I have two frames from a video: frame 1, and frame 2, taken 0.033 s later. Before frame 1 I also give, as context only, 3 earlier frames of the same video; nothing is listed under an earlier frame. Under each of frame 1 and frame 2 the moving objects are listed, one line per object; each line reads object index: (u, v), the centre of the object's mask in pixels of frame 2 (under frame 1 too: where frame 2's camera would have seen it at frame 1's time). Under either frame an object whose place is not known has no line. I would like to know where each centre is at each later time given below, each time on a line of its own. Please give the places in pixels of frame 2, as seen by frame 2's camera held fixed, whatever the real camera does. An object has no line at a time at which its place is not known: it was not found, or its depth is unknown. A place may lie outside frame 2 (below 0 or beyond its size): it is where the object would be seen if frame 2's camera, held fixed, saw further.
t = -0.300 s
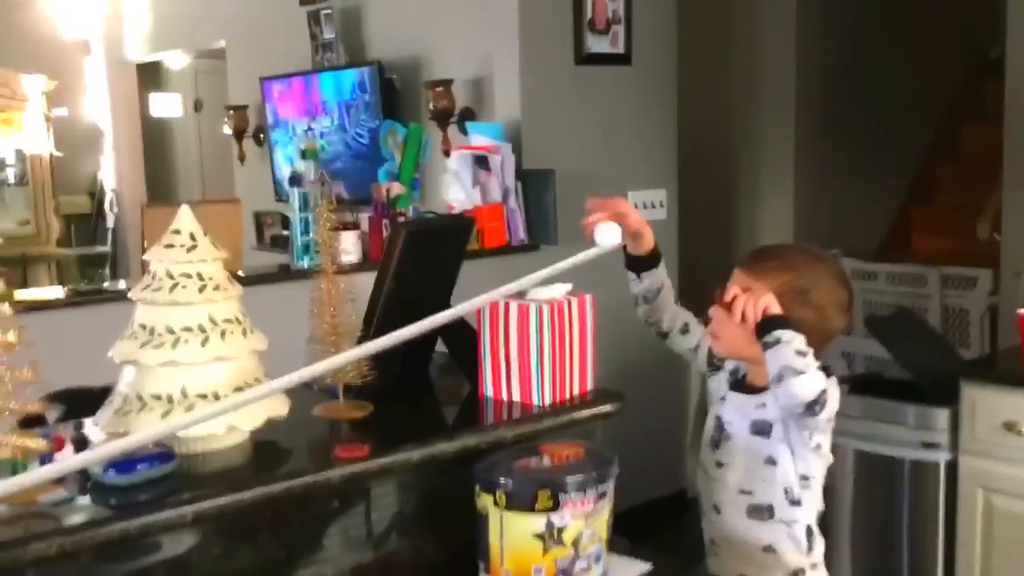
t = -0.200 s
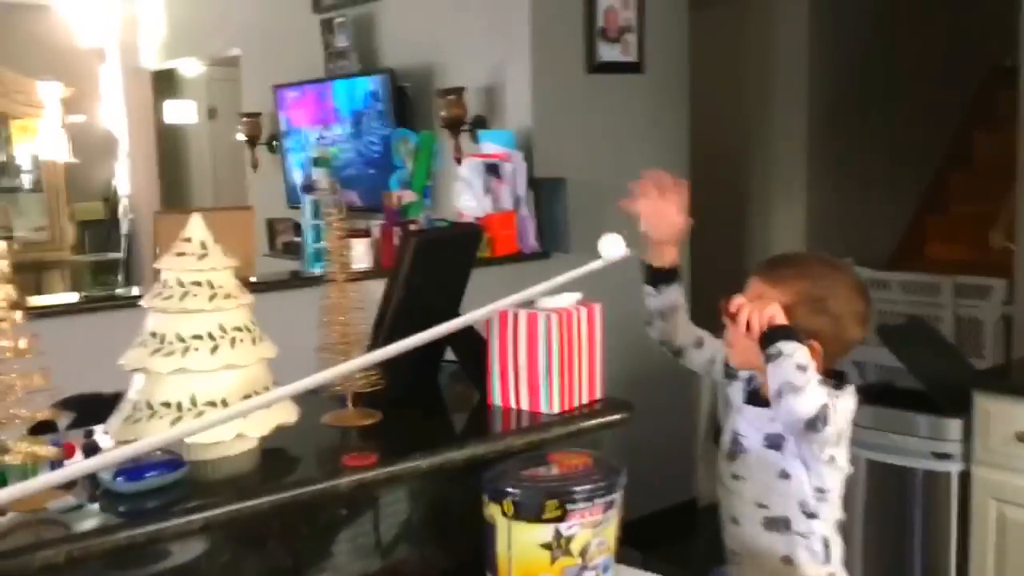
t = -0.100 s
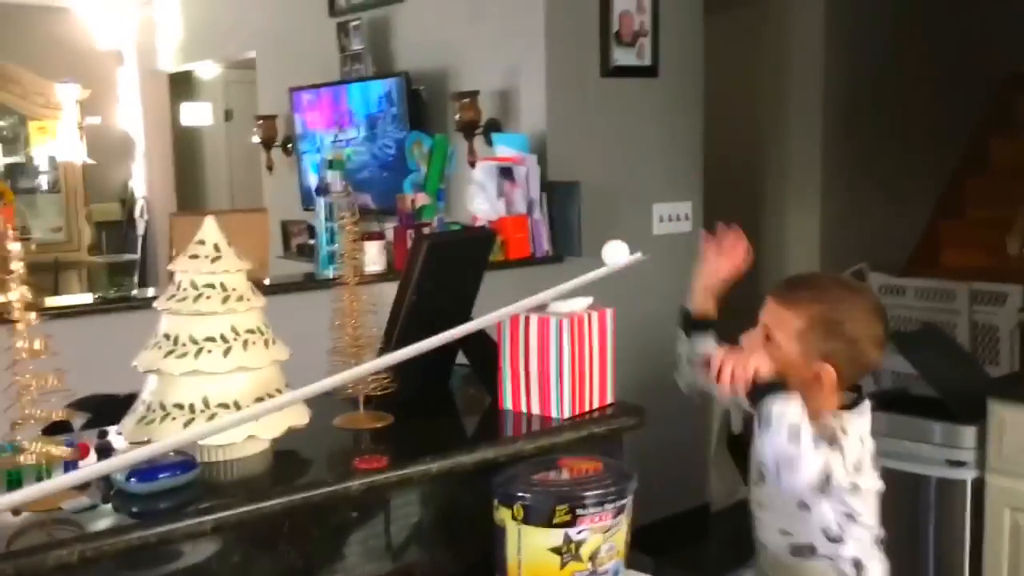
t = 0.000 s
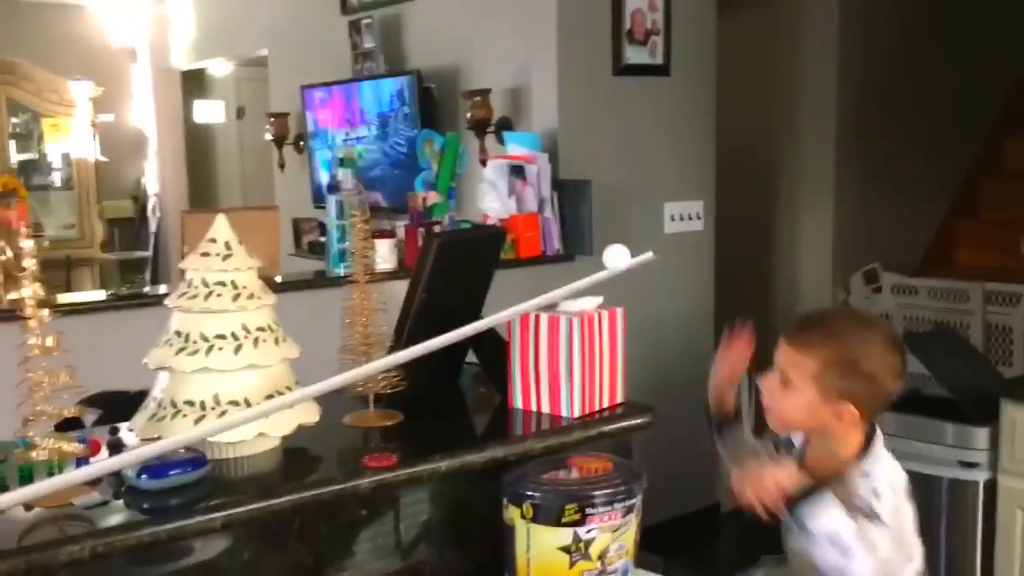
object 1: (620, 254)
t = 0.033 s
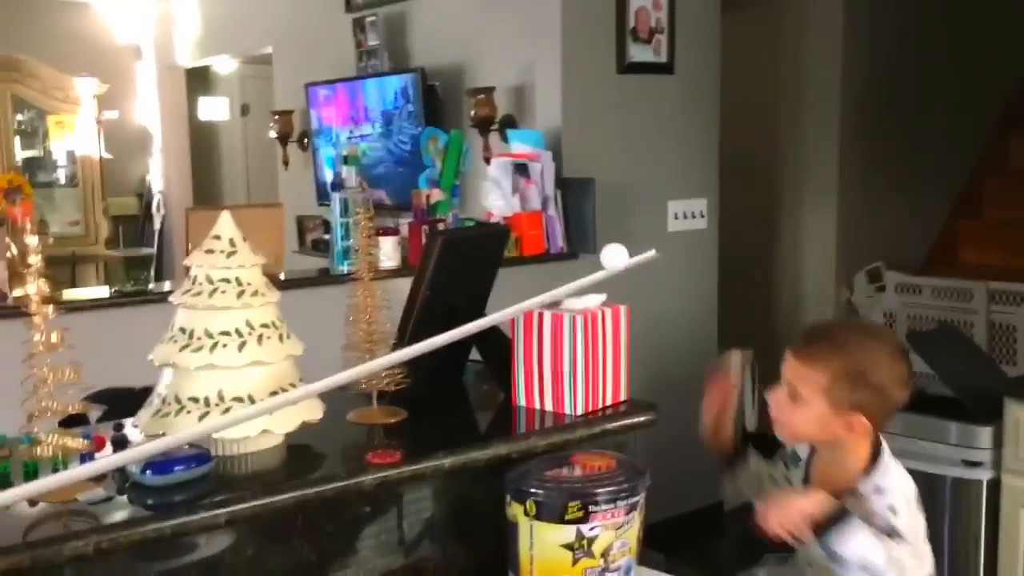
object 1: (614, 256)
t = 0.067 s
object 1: (608, 258)
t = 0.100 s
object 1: (602, 261)
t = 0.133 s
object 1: (597, 264)
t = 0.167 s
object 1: (590, 267)
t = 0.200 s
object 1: (583, 270)
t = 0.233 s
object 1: (575, 272)
